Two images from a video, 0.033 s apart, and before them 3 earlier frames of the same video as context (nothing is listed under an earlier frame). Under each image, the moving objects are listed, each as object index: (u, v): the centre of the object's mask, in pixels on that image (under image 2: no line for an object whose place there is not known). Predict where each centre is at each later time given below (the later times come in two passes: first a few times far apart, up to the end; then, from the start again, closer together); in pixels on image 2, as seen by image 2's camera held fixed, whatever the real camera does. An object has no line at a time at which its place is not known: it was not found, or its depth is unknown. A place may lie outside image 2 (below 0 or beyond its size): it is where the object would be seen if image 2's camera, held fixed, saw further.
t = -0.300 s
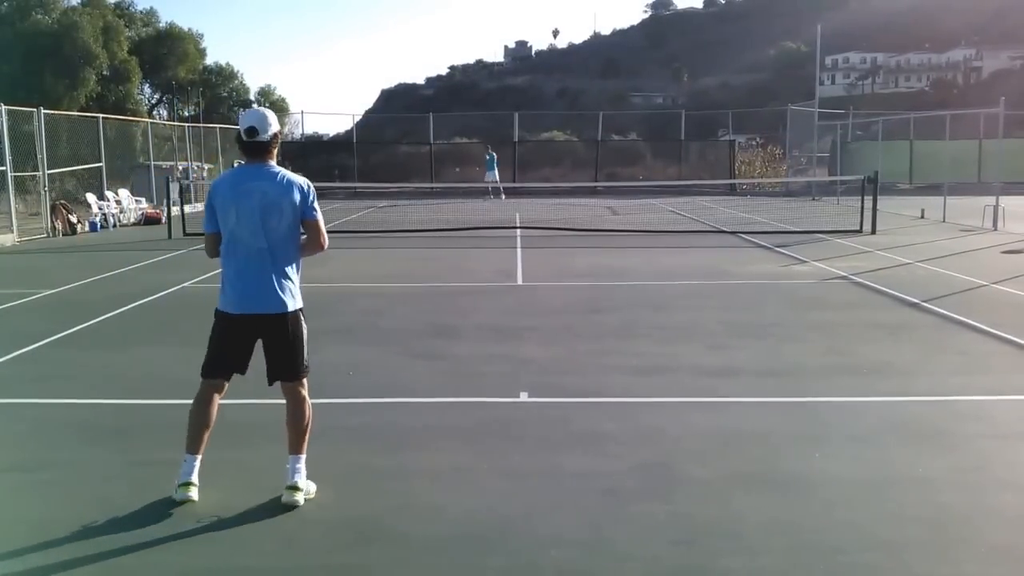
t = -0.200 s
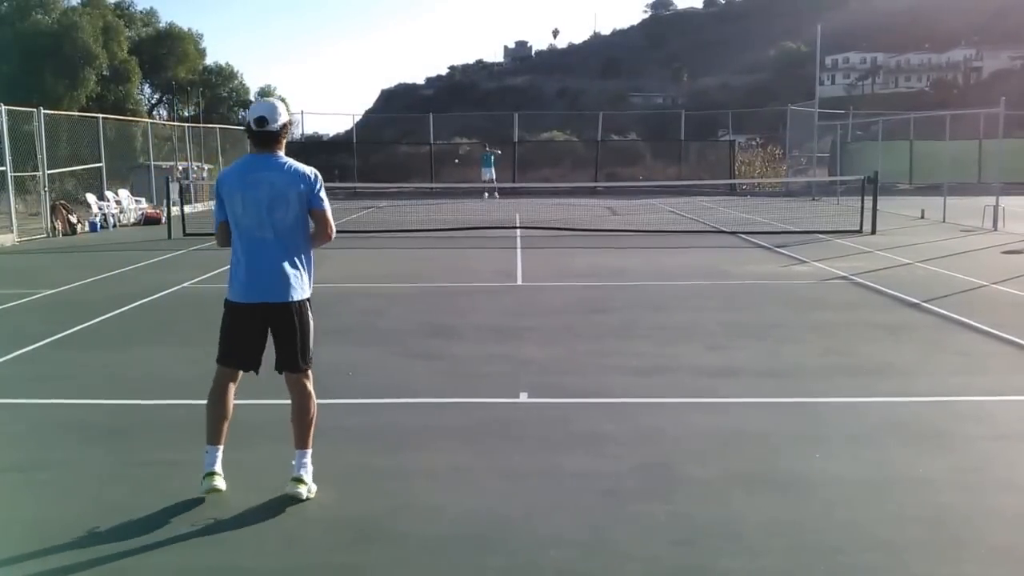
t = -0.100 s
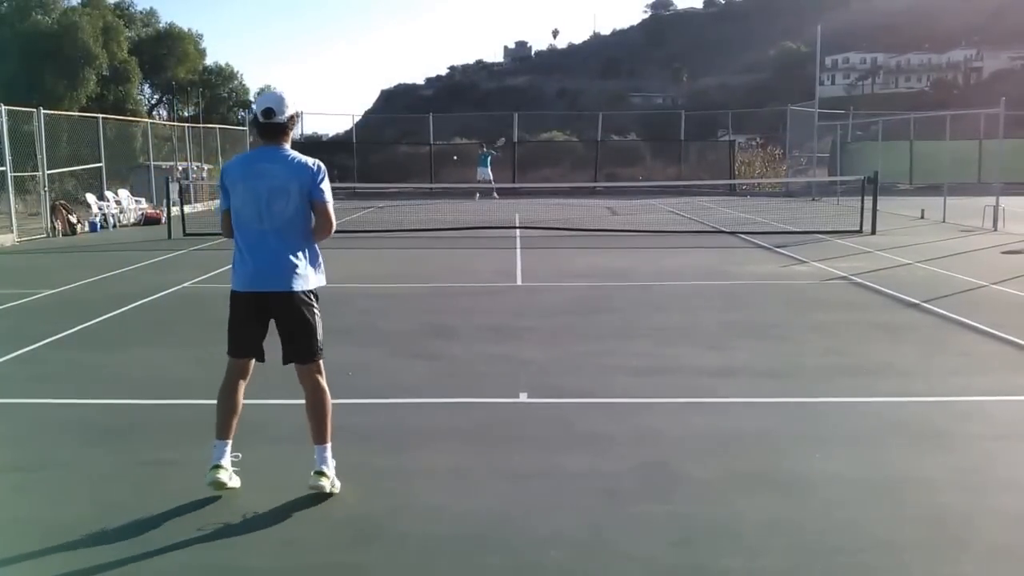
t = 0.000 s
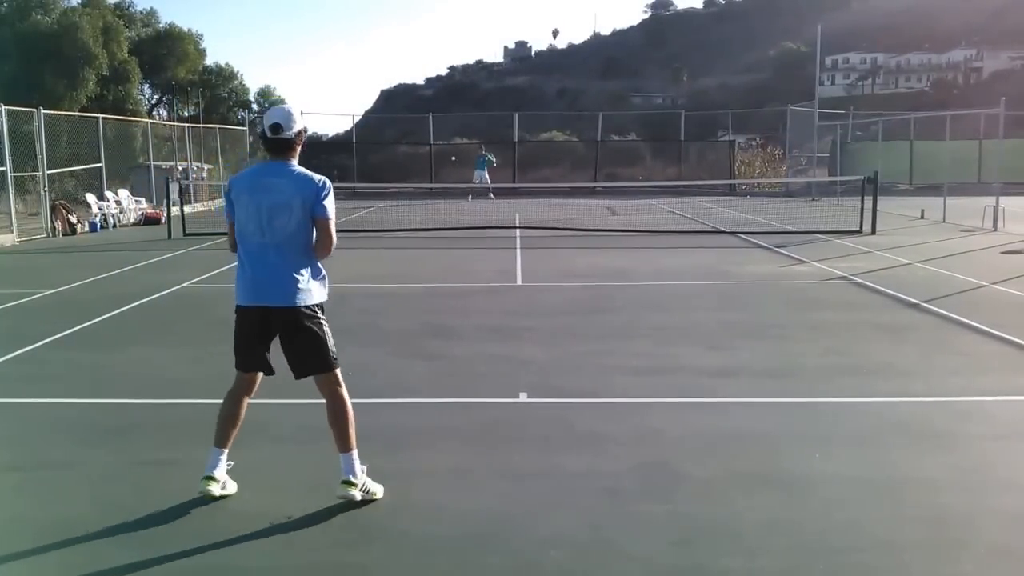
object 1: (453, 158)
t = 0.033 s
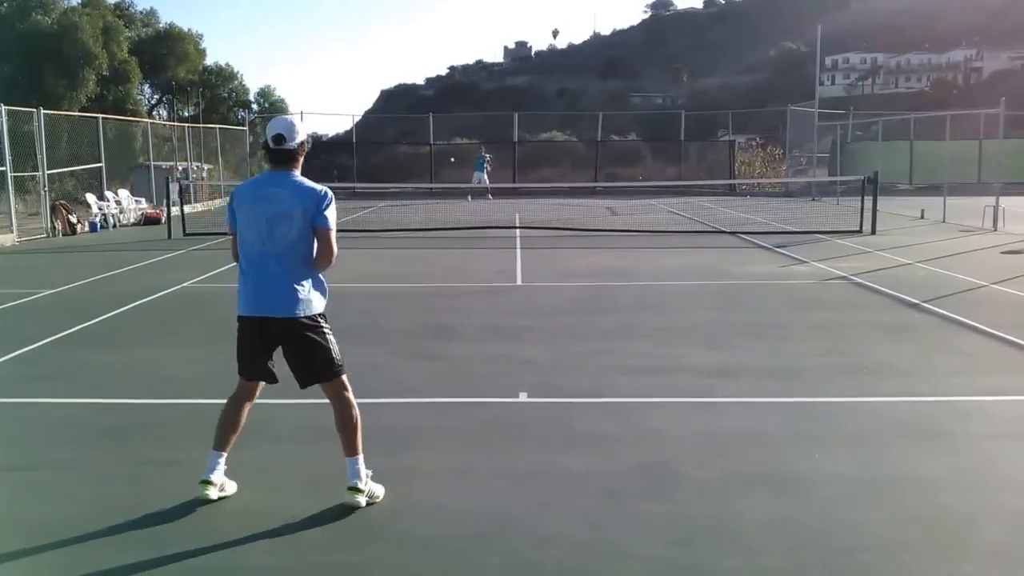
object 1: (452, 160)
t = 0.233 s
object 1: (441, 193)
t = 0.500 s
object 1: (419, 271)
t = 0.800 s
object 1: (376, 285)
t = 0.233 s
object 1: (441, 193)
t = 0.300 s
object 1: (437, 212)
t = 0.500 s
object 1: (419, 271)
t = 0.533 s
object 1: (416, 267)
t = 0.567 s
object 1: (413, 264)
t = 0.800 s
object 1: (376, 285)
